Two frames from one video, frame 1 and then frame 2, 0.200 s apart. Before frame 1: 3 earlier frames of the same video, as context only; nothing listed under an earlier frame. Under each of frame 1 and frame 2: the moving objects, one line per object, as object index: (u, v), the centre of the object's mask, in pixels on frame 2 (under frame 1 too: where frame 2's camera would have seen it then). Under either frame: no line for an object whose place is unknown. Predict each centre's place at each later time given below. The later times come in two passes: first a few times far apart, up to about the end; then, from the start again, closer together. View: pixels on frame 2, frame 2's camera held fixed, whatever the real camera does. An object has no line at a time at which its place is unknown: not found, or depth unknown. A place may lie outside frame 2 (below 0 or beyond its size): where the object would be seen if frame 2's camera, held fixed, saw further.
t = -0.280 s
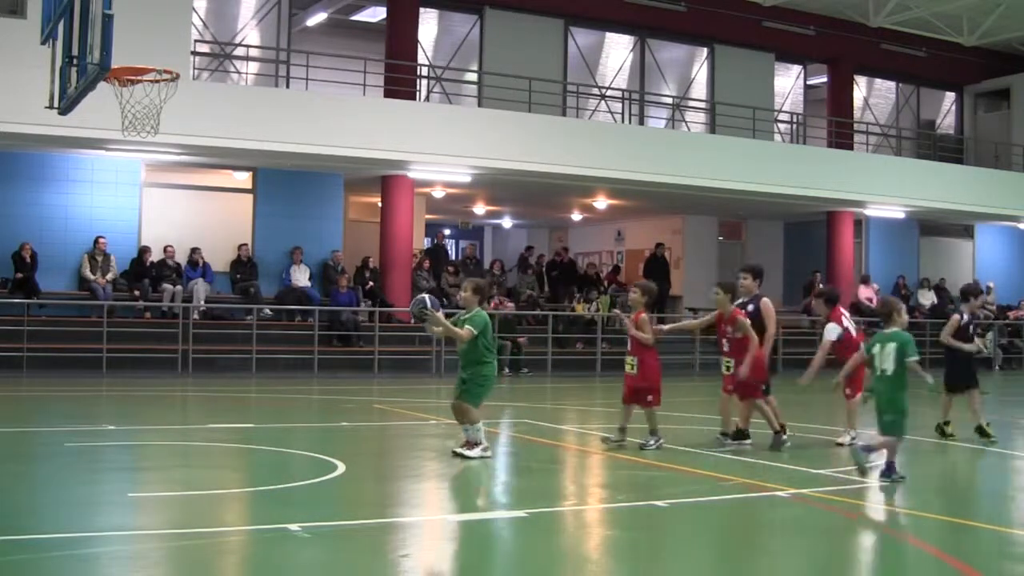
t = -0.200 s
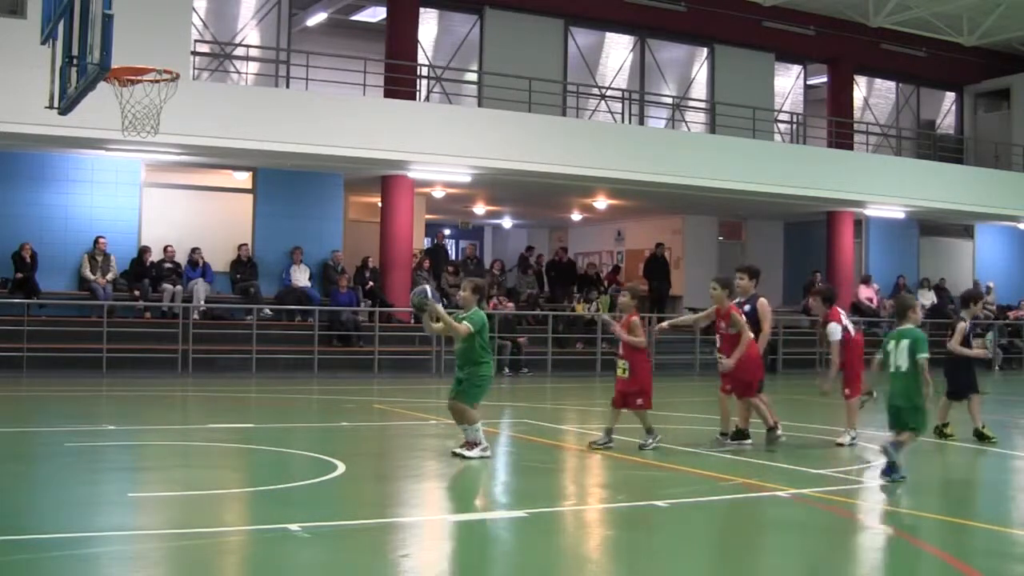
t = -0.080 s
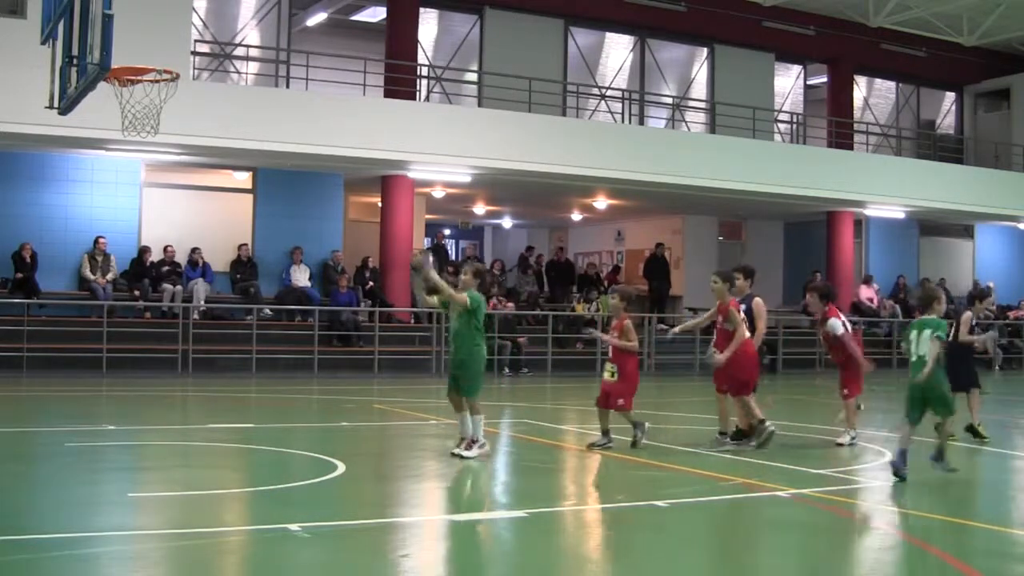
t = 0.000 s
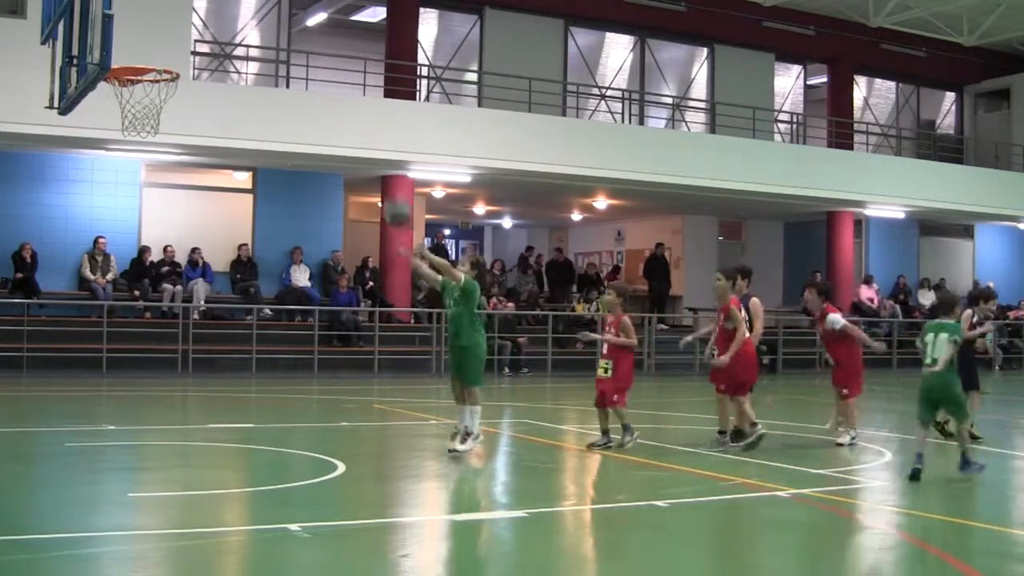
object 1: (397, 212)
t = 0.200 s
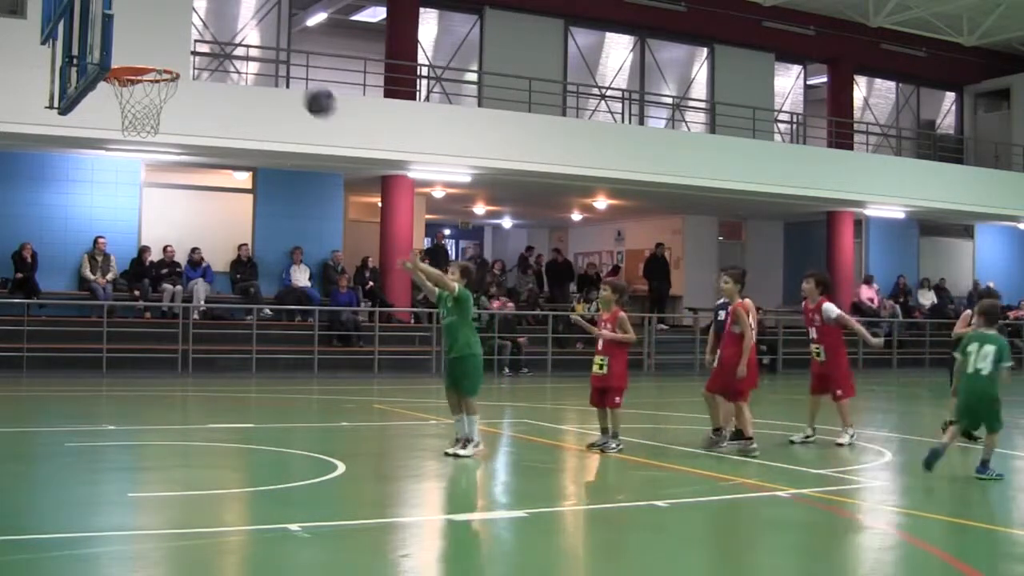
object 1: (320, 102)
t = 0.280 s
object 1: (287, 71)
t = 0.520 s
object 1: (185, 30)
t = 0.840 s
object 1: (128, 44)
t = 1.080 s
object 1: (157, 58)
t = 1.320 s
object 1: (137, 87)
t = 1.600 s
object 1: (141, 120)
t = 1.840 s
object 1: (154, 177)
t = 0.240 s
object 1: (304, 86)
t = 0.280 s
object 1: (287, 71)
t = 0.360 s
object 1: (255, 48)
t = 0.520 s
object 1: (185, 30)
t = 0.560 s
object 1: (168, 30)
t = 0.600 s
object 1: (149, 34)
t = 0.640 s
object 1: (131, 40)
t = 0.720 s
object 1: (116, 52)
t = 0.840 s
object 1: (128, 44)
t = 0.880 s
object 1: (135, 45)
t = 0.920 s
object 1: (142, 48)
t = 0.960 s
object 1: (149, 53)
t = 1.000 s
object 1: (156, 58)
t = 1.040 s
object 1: (161, 61)
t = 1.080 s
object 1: (157, 58)
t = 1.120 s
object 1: (153, 57)
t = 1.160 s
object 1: (148, 58)
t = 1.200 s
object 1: (143, 58)
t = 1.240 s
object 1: (140, 61)
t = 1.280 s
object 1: (140, 78)
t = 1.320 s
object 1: (137, 87)
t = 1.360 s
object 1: (133, 93)
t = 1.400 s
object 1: (131, 103)
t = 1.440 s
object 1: (130, 110)
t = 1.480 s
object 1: (132, 114)
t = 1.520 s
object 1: (134, 116)
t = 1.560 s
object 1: (137, 117)
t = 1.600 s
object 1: (141, 120)
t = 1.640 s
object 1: (144, 125)
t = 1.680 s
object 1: (146, 129)
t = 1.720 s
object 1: (148, 138)
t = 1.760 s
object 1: (150, 148)
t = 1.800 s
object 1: (153, 161)
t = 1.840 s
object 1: (154, 177)
